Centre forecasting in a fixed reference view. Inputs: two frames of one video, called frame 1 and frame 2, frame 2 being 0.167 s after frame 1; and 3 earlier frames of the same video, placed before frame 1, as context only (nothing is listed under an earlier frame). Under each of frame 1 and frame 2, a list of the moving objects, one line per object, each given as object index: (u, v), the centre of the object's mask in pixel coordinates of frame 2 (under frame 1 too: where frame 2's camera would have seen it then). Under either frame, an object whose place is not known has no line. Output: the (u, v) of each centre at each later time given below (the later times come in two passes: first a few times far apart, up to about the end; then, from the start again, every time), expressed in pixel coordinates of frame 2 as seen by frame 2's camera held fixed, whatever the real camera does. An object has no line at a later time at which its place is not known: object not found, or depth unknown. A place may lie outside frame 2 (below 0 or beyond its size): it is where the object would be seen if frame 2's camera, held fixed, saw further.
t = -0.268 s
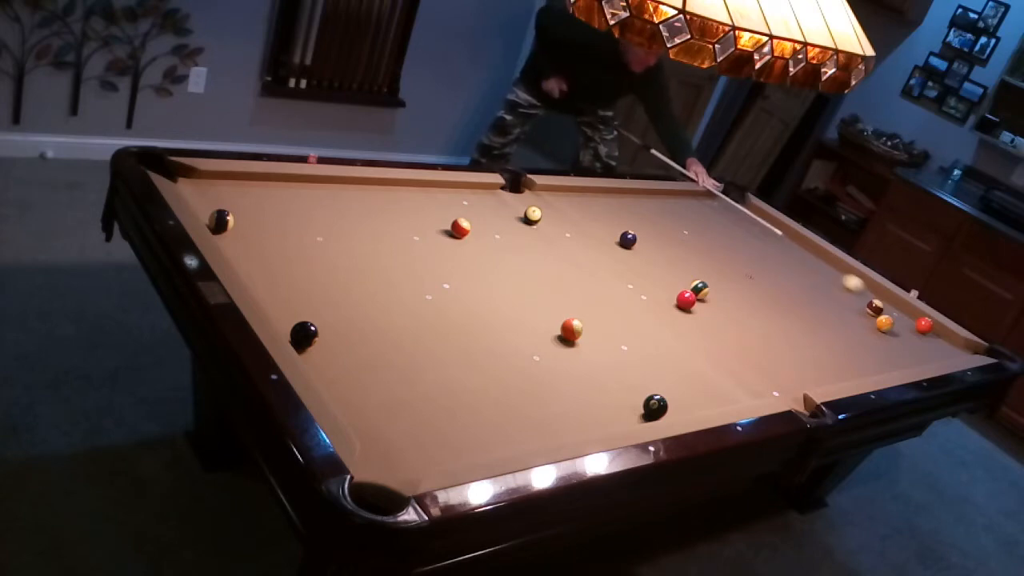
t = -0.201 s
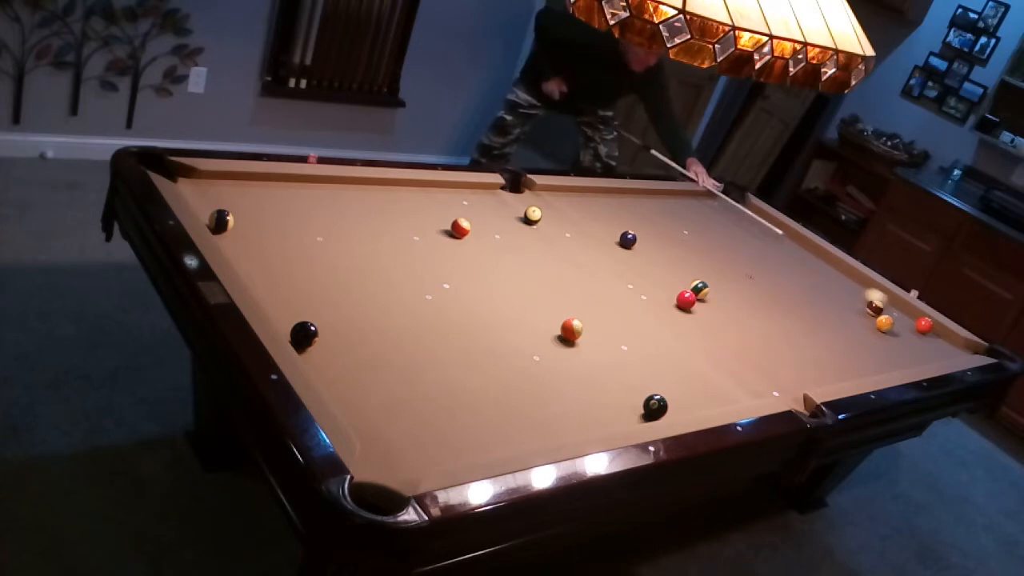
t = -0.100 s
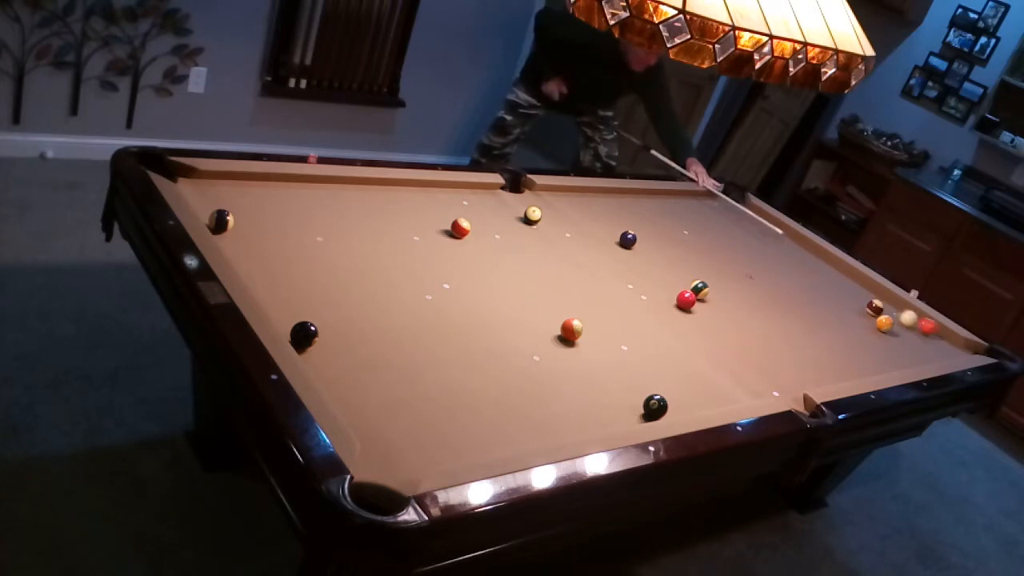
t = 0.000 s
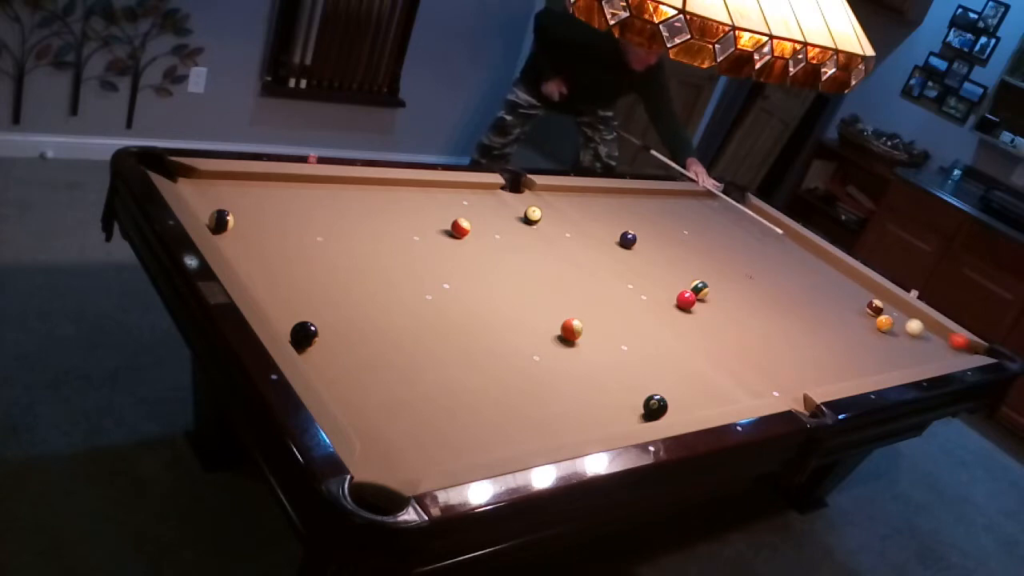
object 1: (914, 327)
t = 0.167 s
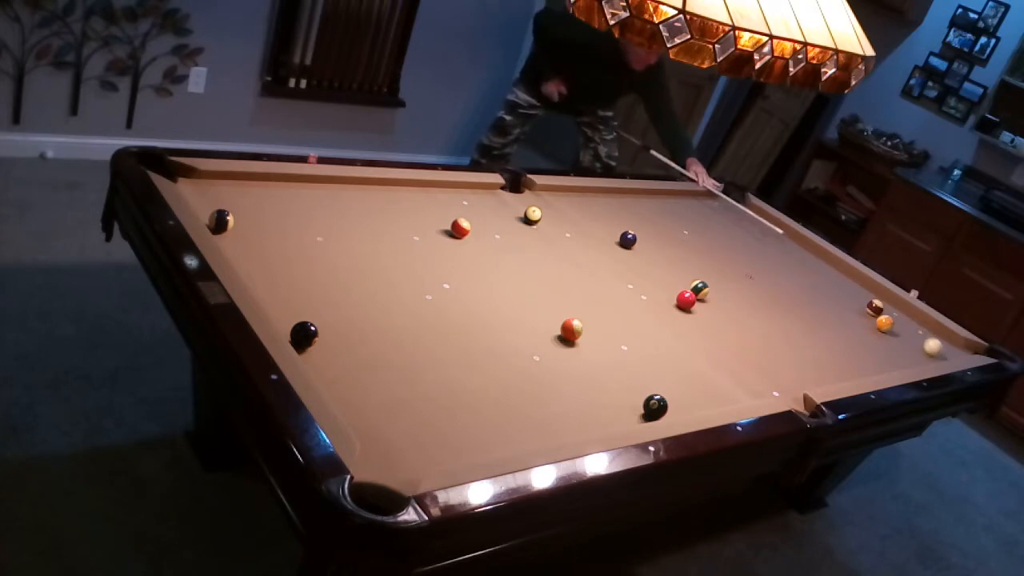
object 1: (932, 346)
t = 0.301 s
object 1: (936, 354)
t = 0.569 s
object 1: (900, 341)
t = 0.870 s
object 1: (863, 327)
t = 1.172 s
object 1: (828, 313)
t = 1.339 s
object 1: (809, 306)
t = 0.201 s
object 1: (936, 350)
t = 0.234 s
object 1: (940, 353)
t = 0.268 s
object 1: (940, 355)
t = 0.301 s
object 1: (936, 354)
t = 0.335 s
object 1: (931, 353)
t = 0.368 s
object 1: (926, 351)
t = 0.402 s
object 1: (922, 349)
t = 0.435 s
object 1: (918, 347)
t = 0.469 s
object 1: (913, 346)
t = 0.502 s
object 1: (909, 344)
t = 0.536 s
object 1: (905, 343)
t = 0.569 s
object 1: (900, 341)
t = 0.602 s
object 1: (896, 339)
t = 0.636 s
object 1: (892, 338)
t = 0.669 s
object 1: (887, 336)
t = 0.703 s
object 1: (884, 335)
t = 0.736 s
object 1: (879, 333)
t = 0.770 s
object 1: (875, 331)
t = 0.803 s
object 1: (871, 330)
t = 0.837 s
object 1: (867, 328)
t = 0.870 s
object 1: (863, 327)
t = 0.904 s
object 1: (859, 325)
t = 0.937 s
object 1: (855, 324)
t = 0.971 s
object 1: (851, 322)
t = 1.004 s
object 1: (847, 320)
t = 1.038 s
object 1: (843, 319)
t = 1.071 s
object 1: (839, 317)
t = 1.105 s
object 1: (836, 316)
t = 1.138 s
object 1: (831, 315)
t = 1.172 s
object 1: (828, 313)
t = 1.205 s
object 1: (824, 312)
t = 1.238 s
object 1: (820, 310)
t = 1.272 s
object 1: (816, 309)
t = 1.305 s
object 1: (813, 307)
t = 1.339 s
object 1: (809, 306)
